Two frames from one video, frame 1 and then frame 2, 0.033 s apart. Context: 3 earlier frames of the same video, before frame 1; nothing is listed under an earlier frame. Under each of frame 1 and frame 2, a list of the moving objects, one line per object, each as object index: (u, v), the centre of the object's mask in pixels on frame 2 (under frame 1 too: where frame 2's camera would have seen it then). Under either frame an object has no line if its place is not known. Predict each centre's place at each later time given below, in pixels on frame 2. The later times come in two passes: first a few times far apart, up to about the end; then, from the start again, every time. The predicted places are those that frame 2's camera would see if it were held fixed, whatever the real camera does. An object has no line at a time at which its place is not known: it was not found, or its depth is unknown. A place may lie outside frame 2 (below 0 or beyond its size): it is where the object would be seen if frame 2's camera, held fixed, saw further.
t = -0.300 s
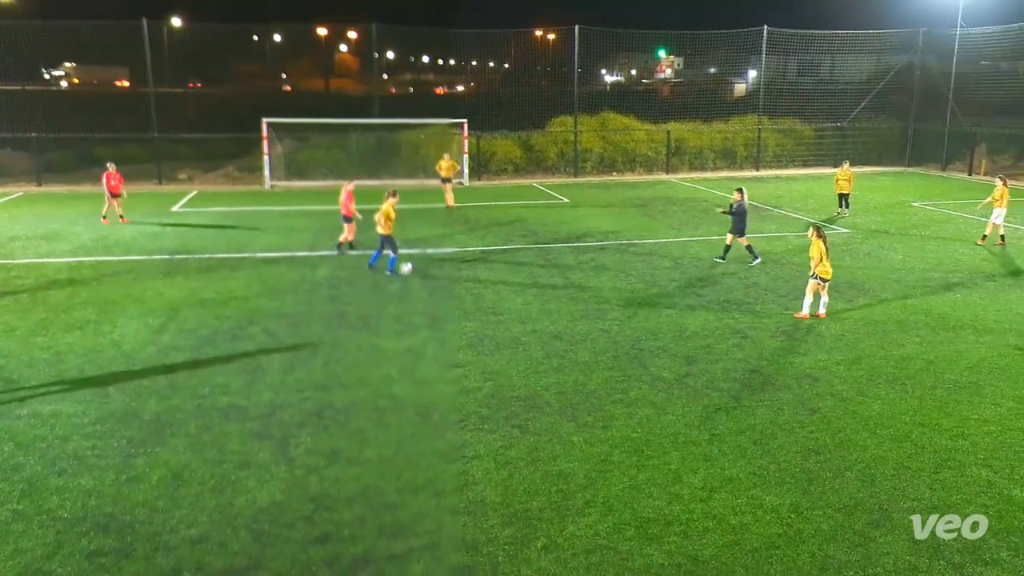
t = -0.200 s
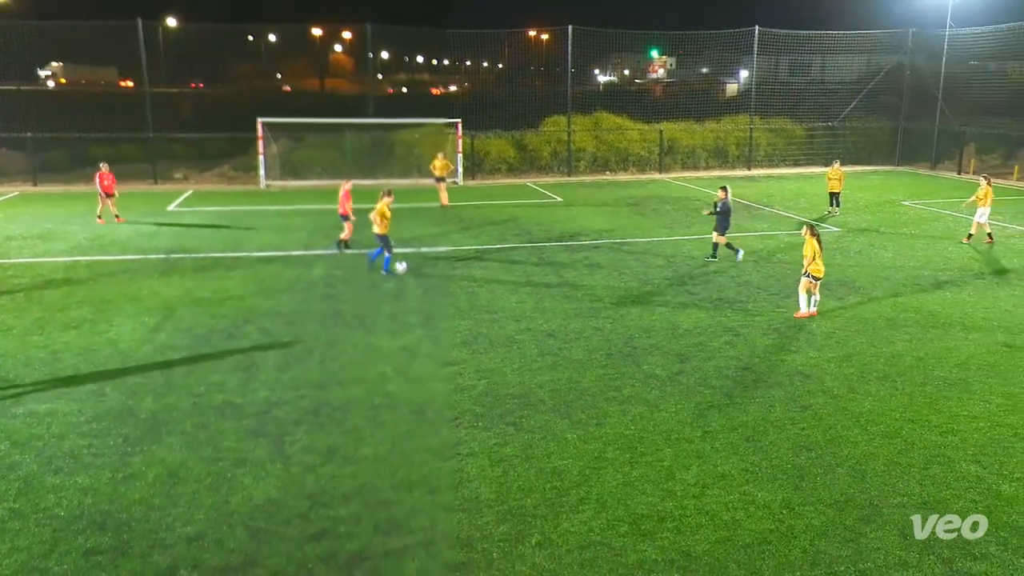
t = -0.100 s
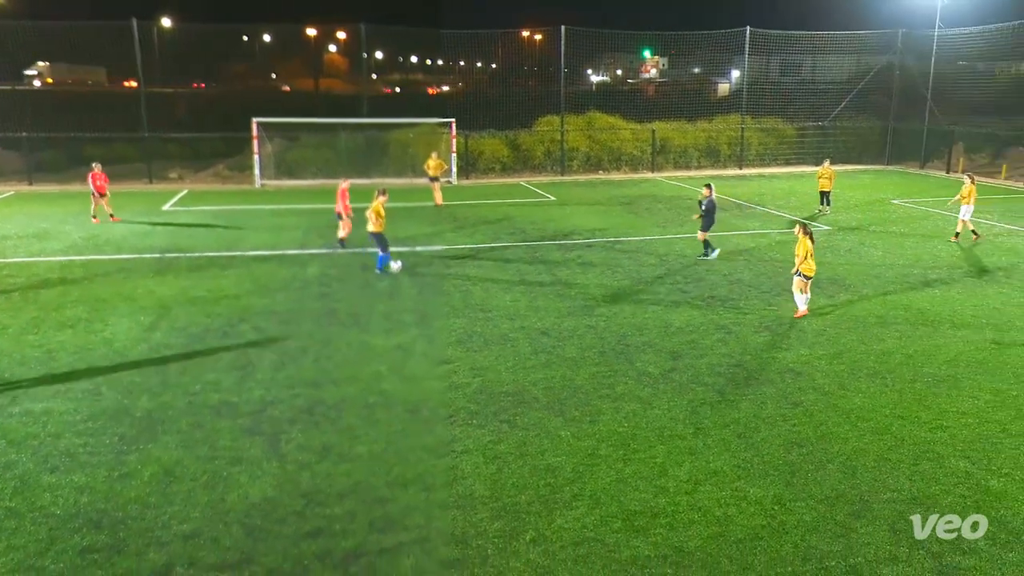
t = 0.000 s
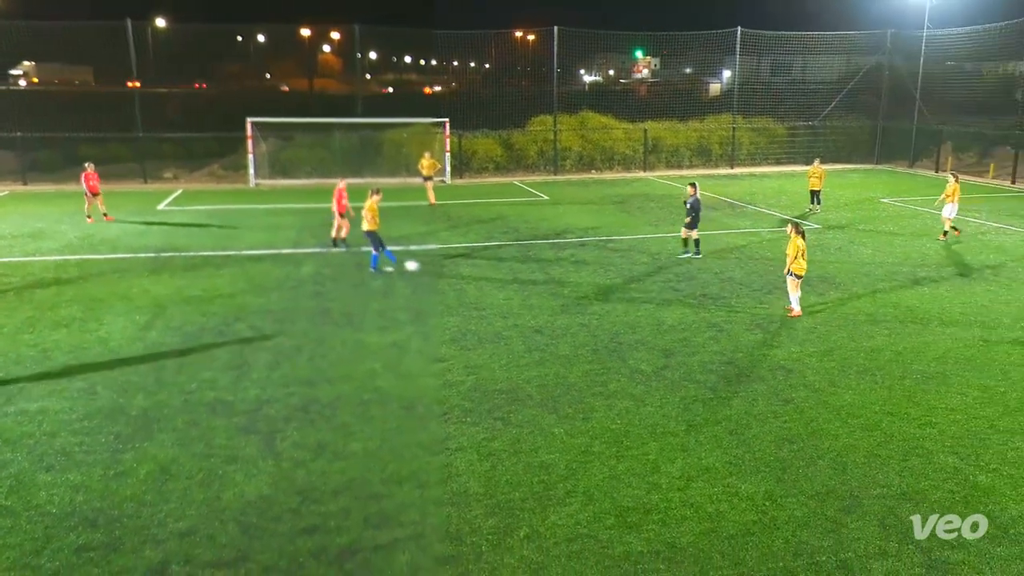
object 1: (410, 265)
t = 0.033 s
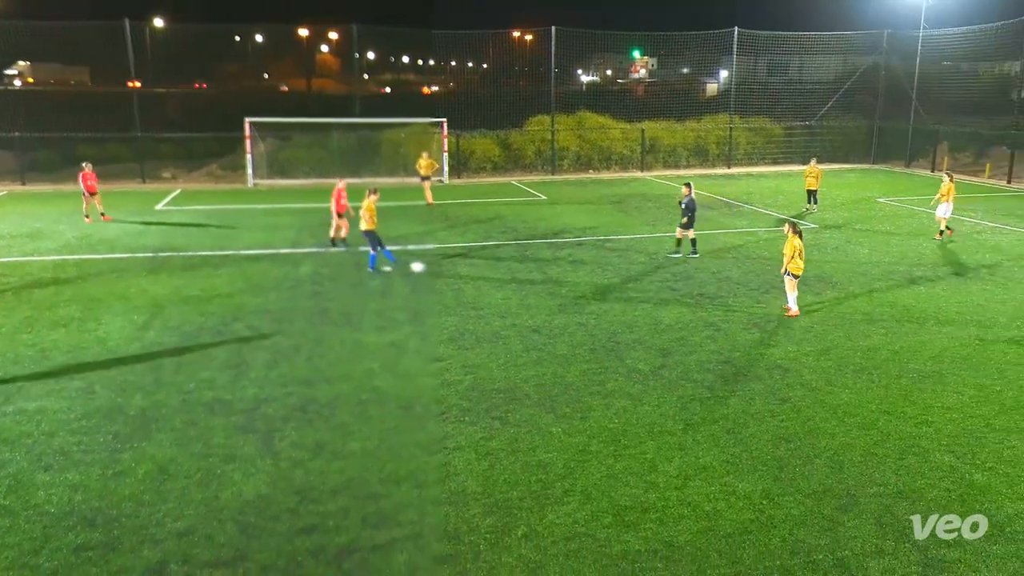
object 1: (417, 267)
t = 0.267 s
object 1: (473, 280)
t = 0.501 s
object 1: (517, 289)
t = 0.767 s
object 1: (567, 299)
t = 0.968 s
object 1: (604, 307)
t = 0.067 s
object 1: (425, 269)
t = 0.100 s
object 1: (434, 271)
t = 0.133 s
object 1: (443, 274)
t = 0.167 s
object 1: (451, 276)
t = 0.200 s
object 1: (458, 277)
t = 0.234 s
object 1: (465, 278)
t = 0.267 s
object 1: (473, 280)
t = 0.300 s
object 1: (479, 281)
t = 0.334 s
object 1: (485, 282)
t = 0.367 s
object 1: (492, 283)
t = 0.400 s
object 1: (499, 284)
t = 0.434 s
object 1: (505, 286)
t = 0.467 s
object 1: (511, 288)
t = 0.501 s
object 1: (517, 289)
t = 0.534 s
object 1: (523, 290)
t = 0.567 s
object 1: (530, 292)
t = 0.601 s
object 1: (536, 293)
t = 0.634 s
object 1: (542, 294)
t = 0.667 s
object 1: (548, 295)
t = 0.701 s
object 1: (554, 297)
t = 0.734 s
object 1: (561, 298)
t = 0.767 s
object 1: (567, 299)
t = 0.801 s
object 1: (573, 300)
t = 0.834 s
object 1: (578, 301)
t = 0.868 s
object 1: (584, 303)
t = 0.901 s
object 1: (591, 304)
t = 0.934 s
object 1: (597, 306)
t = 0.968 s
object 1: (604, 307)
